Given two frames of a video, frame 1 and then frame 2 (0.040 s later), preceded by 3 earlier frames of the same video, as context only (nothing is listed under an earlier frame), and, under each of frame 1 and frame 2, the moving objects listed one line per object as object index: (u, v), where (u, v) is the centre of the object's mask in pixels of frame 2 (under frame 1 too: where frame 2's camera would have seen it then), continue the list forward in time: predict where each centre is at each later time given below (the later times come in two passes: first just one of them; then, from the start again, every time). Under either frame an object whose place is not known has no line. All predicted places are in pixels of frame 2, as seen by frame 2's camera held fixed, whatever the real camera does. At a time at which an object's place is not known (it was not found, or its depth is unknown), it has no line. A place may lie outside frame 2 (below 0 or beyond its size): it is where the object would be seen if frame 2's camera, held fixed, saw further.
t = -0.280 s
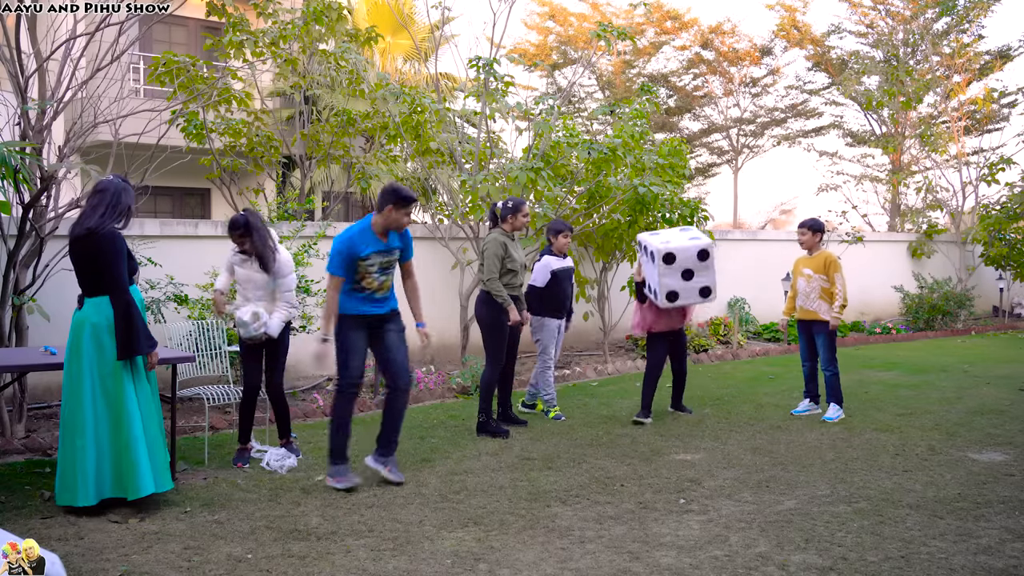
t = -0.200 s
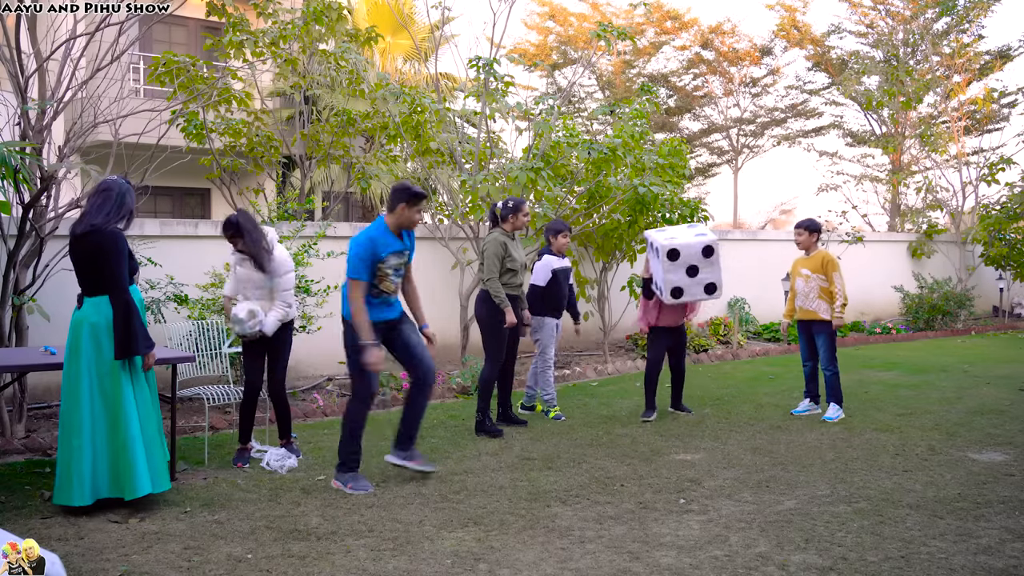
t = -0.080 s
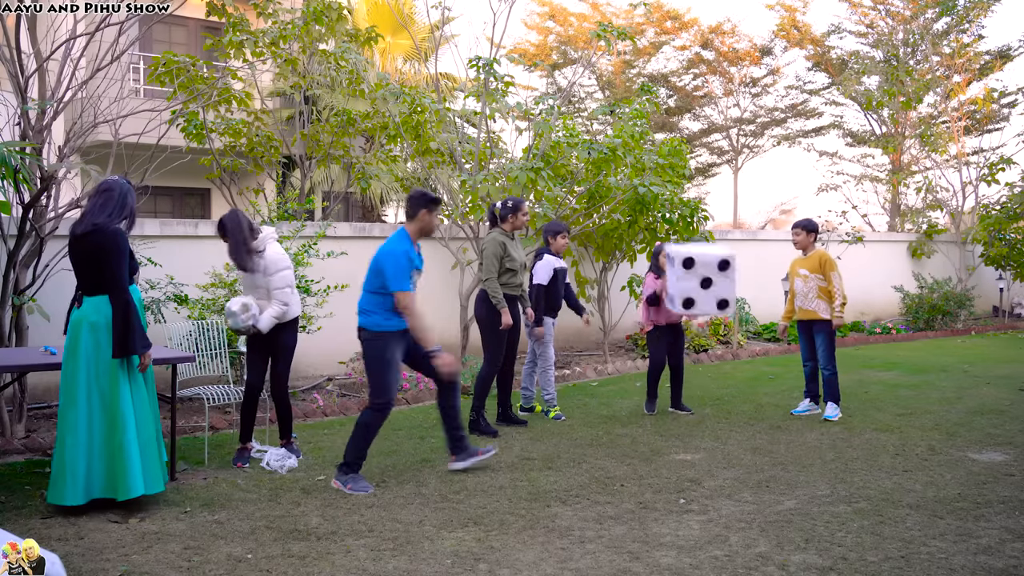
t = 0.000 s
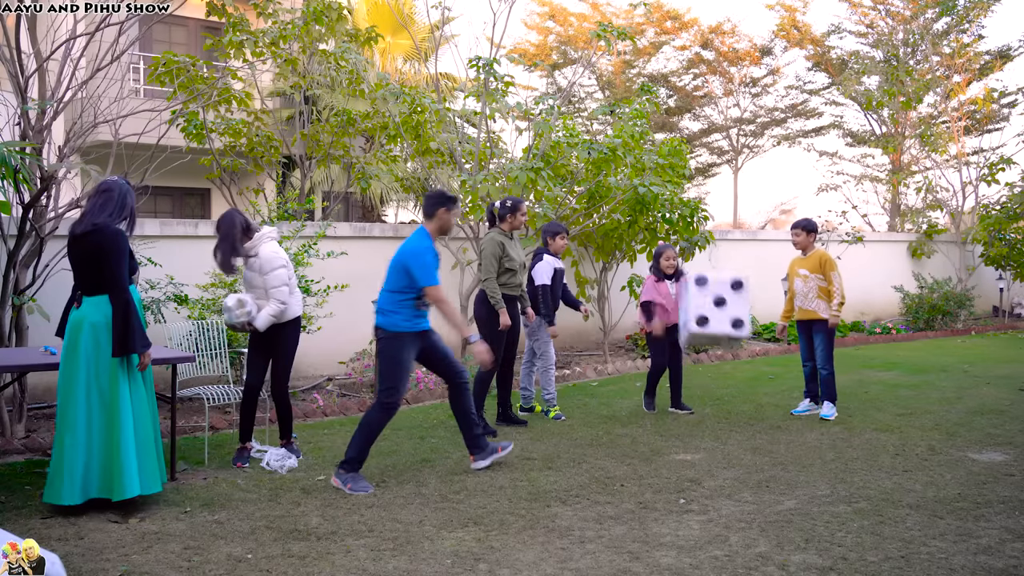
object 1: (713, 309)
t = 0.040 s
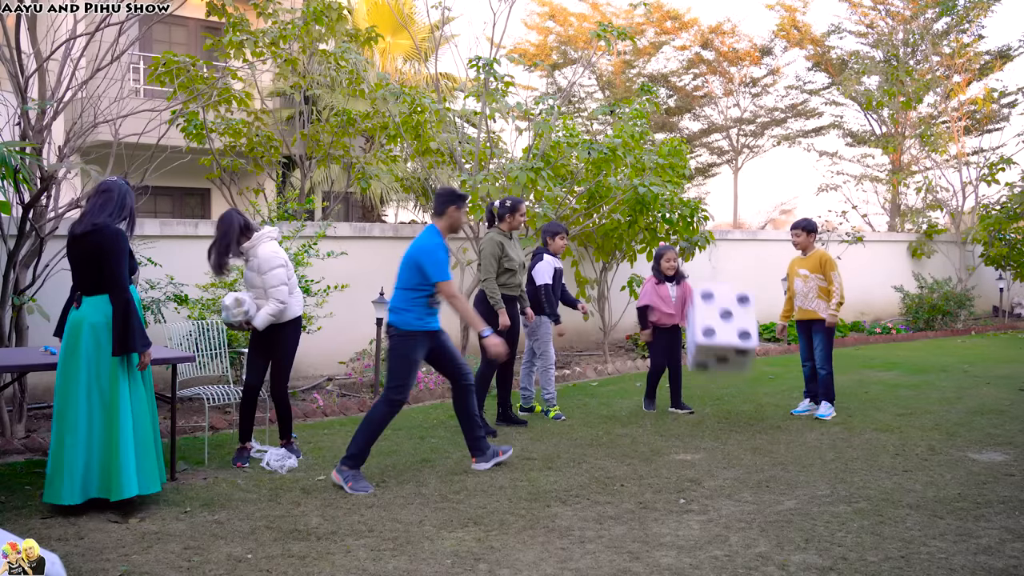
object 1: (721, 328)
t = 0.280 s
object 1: (751, 376)
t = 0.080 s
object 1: (728, 351)
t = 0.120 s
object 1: (735, 375)
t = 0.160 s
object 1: (742, 394)
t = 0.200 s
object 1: (744, 390)
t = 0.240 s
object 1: (747, 382)
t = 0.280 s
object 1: (751, 376)
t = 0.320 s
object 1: (754, 372)
